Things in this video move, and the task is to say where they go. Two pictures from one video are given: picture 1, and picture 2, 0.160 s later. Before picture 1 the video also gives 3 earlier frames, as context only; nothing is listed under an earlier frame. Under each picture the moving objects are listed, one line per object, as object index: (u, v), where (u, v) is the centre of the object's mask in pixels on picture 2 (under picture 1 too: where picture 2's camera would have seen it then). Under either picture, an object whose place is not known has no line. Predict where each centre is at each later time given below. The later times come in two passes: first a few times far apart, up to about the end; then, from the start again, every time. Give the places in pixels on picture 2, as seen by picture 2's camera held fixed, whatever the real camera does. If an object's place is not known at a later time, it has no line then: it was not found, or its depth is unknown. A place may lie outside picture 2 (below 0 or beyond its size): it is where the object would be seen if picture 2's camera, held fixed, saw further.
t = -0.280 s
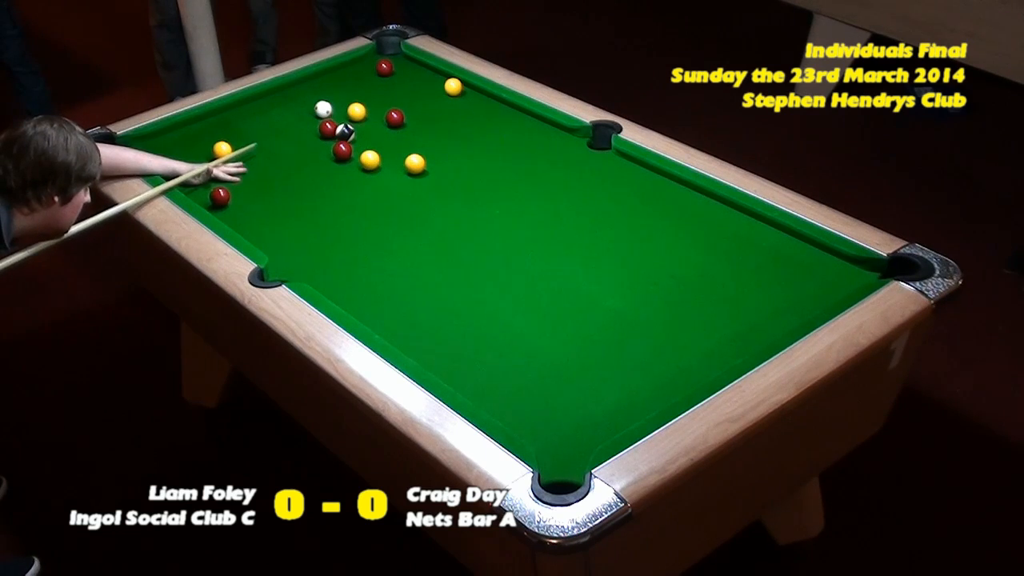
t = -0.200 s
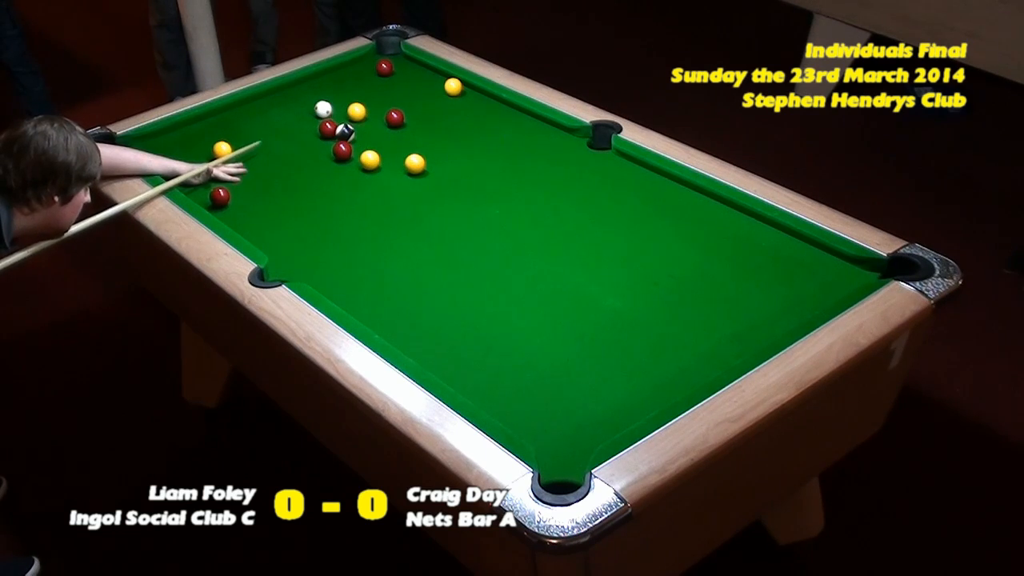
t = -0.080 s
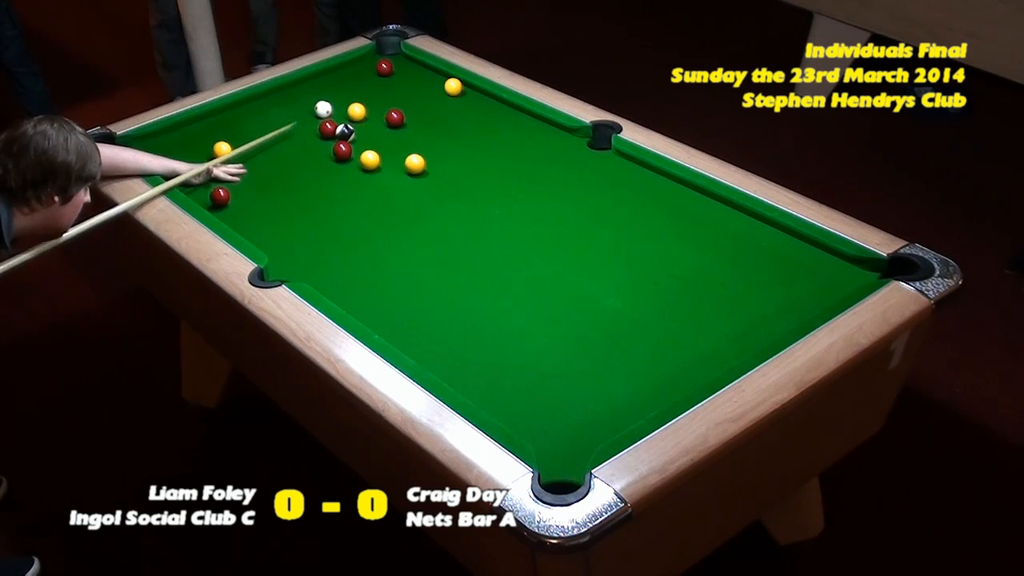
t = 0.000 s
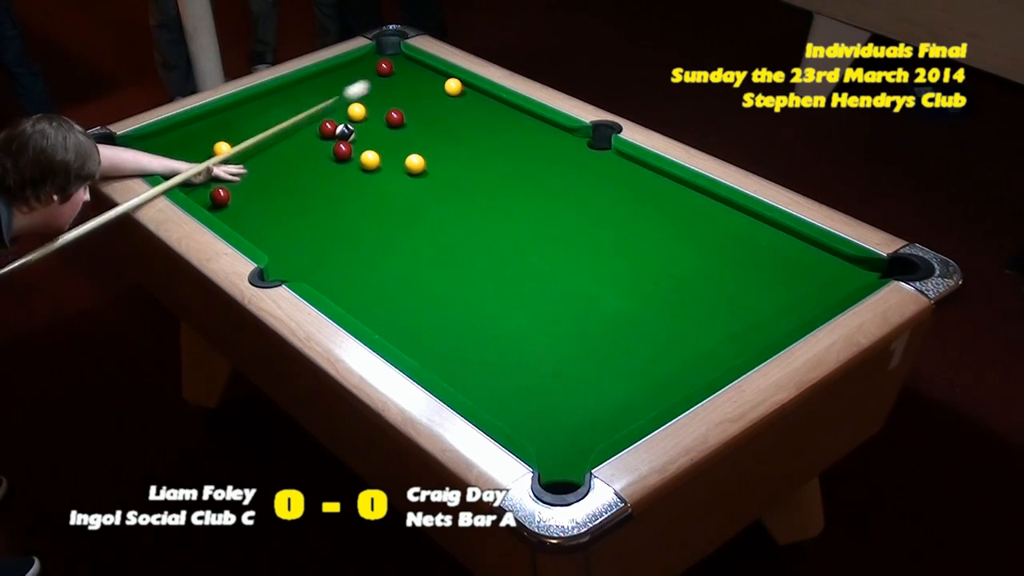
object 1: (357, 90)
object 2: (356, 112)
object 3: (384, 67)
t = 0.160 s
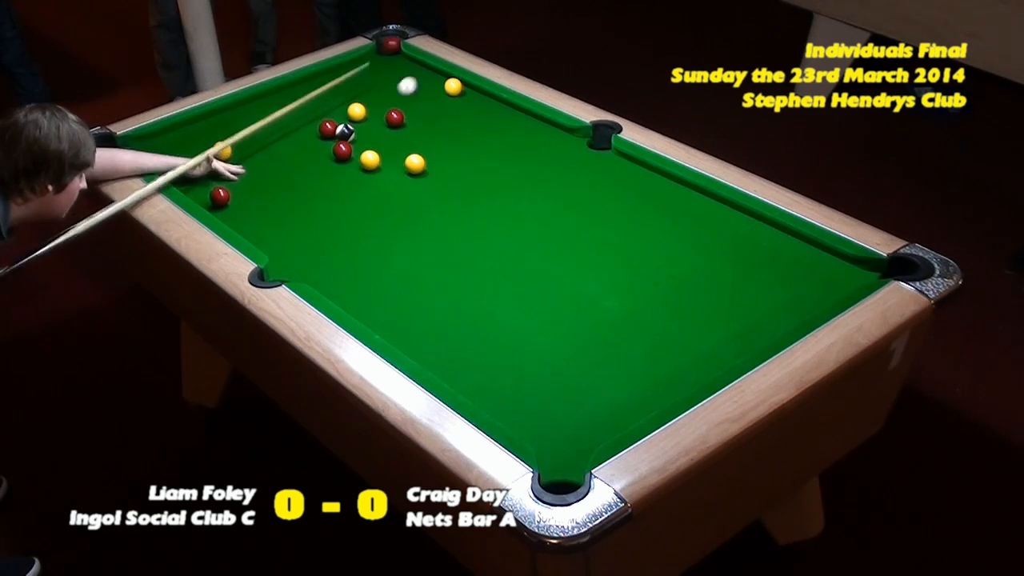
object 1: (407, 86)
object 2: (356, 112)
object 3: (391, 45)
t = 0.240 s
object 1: (382, 105)
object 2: (356, 112)
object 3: (390, 51)
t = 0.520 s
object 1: (360, 154)
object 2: (312, 115)
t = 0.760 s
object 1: (347, 164)
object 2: (275, 119)
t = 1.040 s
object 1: (333, 177)
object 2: (235, 122)
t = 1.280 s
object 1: (323, 187)
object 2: (203, 125)
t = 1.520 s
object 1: (313, 196)
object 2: (175, 128)
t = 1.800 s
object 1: (303, 205)
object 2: (163, 139)
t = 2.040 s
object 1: (296, 213)
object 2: (154, 146)
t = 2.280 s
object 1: (290, 219)
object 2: (146, 153)
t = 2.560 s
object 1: (284, 225)
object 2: (149, 156)
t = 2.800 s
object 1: (280, 228)
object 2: (155, 155)
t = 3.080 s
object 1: (277, 231)
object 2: (161, 154)
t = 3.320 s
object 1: (276, 232)
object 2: (164, 154)
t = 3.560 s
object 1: (276, 233)
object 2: (165, 154)
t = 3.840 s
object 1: (276, 233)
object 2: (165, 154)
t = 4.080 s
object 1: (276, 233)
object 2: (165, 154)
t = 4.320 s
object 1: (276, 233)
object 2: (165, 154)
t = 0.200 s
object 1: (394, 95)
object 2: (356, 112)
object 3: (393, 46)
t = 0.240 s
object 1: (382, 105)
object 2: (356, 112)
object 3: (390, 51)
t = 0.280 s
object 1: (374, 114)
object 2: (353, 112)
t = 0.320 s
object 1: (372, 122)
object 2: (345, 112)
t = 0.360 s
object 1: (368, 131)
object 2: (338, 112)
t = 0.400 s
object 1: (364, 140)
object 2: (331, 113)
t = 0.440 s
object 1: (360, 147)
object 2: (325, 113)
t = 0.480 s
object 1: (361, 151)
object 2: (318, 115)
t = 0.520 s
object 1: (360, 154)
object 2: (312, 115)
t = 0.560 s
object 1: (358, 155)
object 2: (306, 116)
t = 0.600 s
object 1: (355, 157)
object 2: (300, 117)
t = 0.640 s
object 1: (353, 159)
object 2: (293, 117)
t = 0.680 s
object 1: (351, 161)
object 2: (287, 118)
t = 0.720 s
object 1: (349, 162)
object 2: (281, 118)
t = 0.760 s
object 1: (347, 164)
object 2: (275, 119)
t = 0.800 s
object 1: (345, 166)
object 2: (269, 119)
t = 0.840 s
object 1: (343, 168)
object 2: (263, 120)
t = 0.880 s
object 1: (341, 170)
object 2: (258, 120)
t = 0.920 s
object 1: (339, 171)
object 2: (252, 121)
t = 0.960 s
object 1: (337, 173)
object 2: (246, 121)
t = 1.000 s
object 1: (335, 175)
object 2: (240, 122)
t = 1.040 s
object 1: (333, 177)
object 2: (235, 122)
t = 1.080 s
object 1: (331, 178)
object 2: (229, 123)
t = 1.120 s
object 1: (329, 180)
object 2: (224, 123)
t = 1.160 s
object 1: (328, 182)
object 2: (218, 124)
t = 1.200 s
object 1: (326, 183)
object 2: (213, 124)
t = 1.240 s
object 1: (324, 185)
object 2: (208, 125)
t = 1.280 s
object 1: (323, 187)
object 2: (203, 125)
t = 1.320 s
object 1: (321, 188)
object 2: (197, 126)
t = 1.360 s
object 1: (319, 190)
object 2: (192, 126)
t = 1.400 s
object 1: (318, 191)
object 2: (187, 126)
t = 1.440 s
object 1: (316, 193)
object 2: (182, 127)
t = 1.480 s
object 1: (315, 194)
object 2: (177, 127)
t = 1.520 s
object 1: (313, 196)
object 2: (175, 128)
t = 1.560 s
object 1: (312, 197)
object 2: (173, 130)
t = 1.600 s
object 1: (310, 199)
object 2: (171, 131)
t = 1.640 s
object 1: (309, 200)
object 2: (169, 133)
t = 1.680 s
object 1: (307, 201)
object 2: (168, 134)
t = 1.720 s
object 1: (306, 203)
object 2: (166, 136)
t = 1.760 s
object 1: (305, 204)
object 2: (164, 137)
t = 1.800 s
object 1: (303, 205)
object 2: (163, 139)
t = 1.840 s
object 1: (302, 207)
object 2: (161, 140)
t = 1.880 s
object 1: (301, 208)
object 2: (160, 141)
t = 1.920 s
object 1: (300, 209)
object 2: (158, 142)
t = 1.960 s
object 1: (299, 210)
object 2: (157, 144)
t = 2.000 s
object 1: (297, 211)
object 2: (155, 145)
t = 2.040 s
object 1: (296, 213)
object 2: (154, 146)
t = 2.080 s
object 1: (295, 214)
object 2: (153, 148)
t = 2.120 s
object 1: (295, 215)
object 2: (151, 149)
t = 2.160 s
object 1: (293, 216)
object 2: (150, 150)
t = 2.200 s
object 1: (292, 217)
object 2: (149, 151)
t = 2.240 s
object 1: (291, 218)
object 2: (148, 152)
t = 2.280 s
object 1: (290, 219)
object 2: (146, 153)
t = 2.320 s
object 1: (289, 220)
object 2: (145, 154)
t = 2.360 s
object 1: (289, 220)
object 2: (144, 155)
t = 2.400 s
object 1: (288, 221)
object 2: (143, 156)
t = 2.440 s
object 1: (287, 222)
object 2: (145, 156)
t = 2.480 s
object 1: (286, 223)
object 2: (146, 156)
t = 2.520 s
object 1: (285, 224)
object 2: (148, 156)
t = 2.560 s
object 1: (284, 225)
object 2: (149, 156)
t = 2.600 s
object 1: (283, 225)
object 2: (150, 156)
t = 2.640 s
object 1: (283, 226)
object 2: (151, 155)
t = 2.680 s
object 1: (282, 226)
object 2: (152, 155)
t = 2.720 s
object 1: (281, 227)
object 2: (154, 155)
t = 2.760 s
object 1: (280, 228)
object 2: (155, 155)
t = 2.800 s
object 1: (280, 228)
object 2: (155, 155)
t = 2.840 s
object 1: (279, 229)
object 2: (157, 155)
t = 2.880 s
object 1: (279, 229)
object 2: (157, 155)
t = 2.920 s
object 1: (278, 229)
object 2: (158, 155)
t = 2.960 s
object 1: (278, 230)
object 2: (159, 154)
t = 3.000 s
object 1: (278, 230)
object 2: (160, 154)
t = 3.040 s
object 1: (277, 231)
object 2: (161, 154)
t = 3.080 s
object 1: (277, 231)
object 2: (161, 154)
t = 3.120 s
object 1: (277, 231)
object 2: (162, 154)
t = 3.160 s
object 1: (277, 232)
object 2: (162, 154)
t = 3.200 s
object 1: (276, 232)
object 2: (163, 154)
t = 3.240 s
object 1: (276, 232)
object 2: (163, 154)
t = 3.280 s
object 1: (276, 232)
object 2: (164, 154)
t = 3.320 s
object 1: (276, 232)
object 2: (164, 154)
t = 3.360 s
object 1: (276, 232)
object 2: (164, 154)
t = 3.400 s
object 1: (276, 233)
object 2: (164, 154)
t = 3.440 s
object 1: (276, 233)
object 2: (164, 154)
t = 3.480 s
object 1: (276, 233)
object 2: (164, 154)
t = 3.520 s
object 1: (276, 233)
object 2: (165, 154)
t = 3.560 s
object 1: (276, 233)
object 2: (165, 154)
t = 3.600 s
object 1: (276, 233)
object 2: (165, 154)
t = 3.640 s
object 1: (276, 233)
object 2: (165, 154)
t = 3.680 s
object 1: (276, 233)
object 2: (165, 154)
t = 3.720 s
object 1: (276, 233)
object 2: (165, 154)
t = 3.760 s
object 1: (276, 233)
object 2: (165, 154)
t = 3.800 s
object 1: (276, 233)
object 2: (165, 154)
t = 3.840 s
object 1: (276, 233)
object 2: (165, 154)
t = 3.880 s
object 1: (276, 233)
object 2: (164, 154)
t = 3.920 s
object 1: (276, 233)
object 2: (164, 154)
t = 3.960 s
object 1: (276, 233)
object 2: (165, 154)
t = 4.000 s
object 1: (276, 233)
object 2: (165, 154)
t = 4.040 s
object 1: (276, 233)
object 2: (165, 154)
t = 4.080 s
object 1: (276, 233)
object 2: (165, 154)
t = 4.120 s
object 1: (276, 233)
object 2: (165, 154)
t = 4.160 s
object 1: (276, 233)
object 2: (165, 154)
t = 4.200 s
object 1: (276, 233)
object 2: (165, 154)
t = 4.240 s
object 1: (276, 233)
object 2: (165, 154)
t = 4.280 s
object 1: (276, 233)
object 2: (165, 154)
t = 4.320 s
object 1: (276, 233)
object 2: (165, 154)
